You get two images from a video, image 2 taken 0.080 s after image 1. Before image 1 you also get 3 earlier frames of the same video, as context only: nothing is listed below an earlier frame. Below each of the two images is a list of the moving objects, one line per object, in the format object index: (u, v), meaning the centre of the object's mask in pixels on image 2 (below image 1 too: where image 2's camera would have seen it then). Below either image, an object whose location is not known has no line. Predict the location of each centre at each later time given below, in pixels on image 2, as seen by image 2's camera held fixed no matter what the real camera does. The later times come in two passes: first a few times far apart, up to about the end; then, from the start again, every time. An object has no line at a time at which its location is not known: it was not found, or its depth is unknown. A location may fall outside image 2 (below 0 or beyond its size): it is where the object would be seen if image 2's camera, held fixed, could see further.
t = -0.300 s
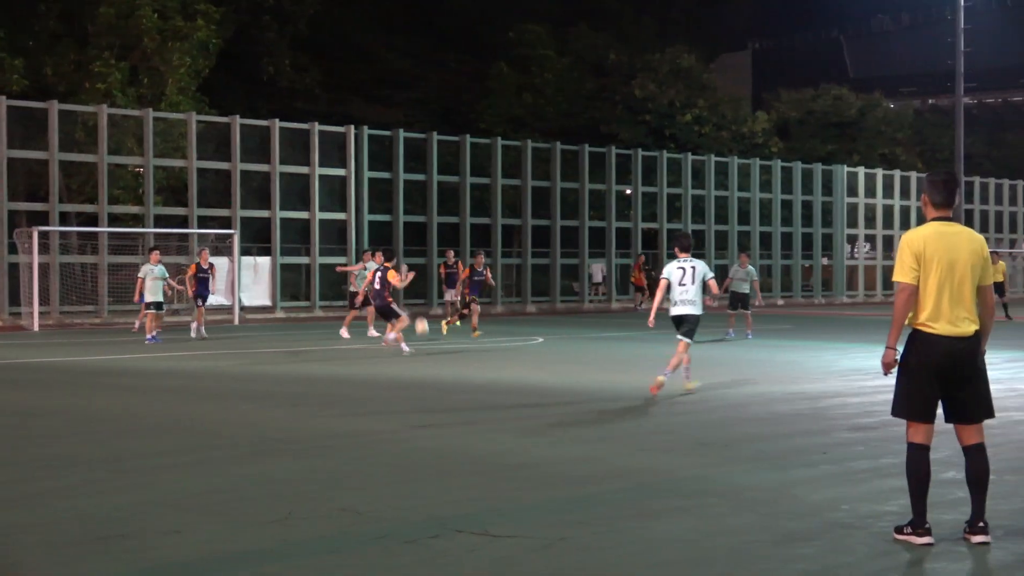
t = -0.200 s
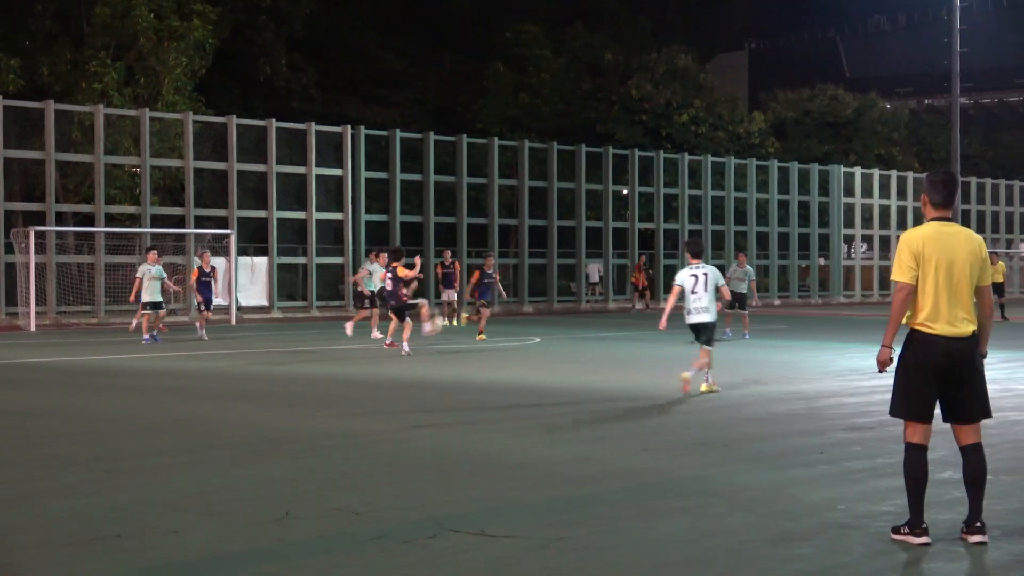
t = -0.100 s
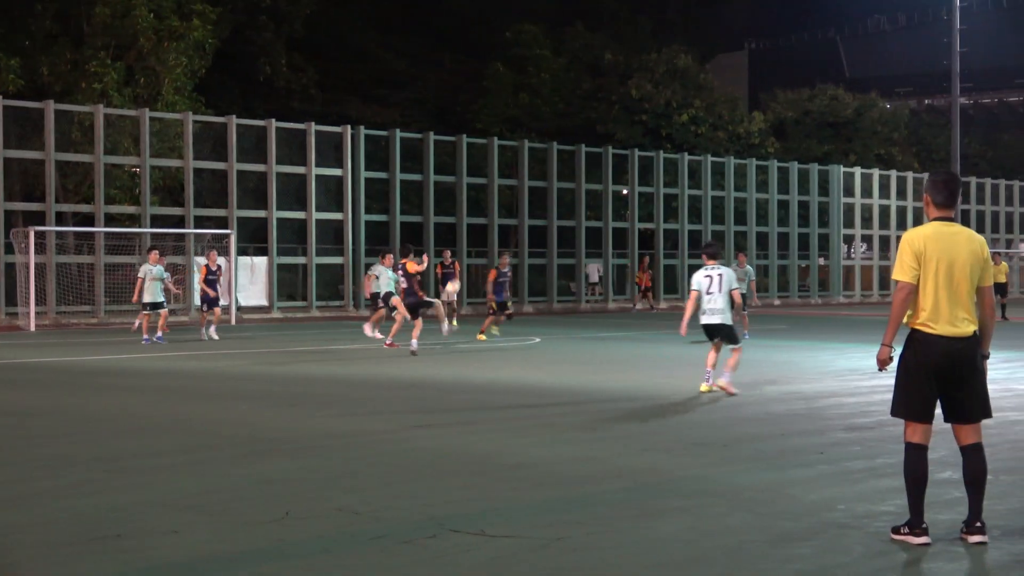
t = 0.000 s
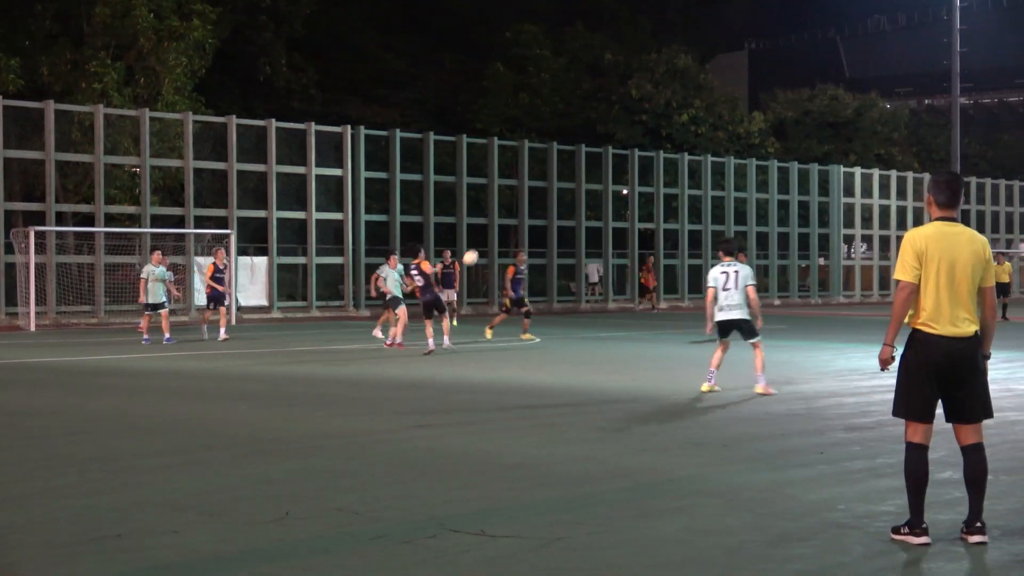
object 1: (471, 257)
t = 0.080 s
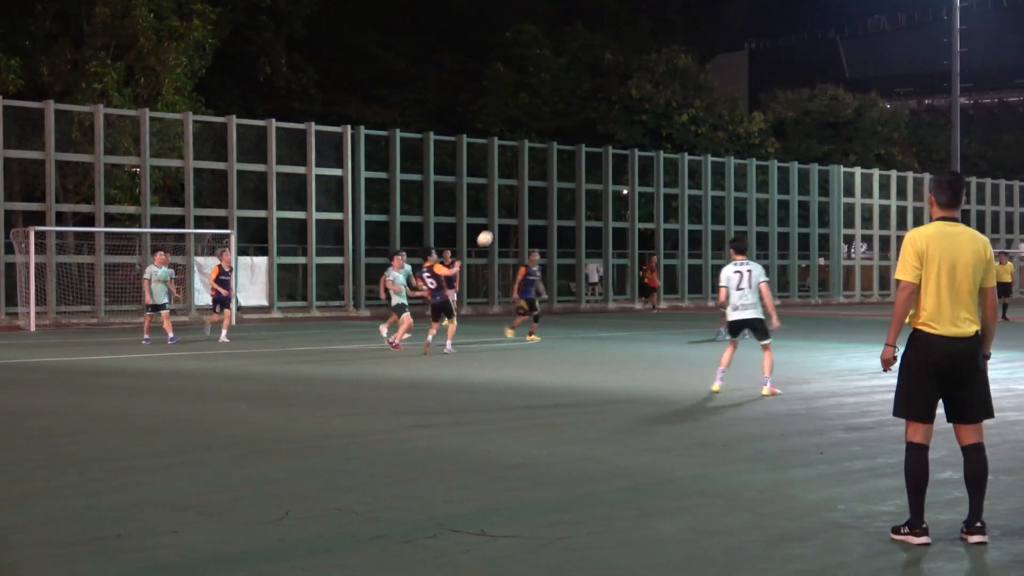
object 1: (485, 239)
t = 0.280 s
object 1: (521, 208)
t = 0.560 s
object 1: (573, 209)
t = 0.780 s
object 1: (615, 249)
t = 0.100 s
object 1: (488, 234)
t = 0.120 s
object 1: (492, 230)
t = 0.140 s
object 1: (495, 227)
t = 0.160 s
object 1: (499, 223)
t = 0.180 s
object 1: (503, 220)
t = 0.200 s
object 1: (507, 217)
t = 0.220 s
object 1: (510, 214)
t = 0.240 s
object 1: (514, 212)
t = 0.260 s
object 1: (517, 210)
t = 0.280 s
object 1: (521, 208)
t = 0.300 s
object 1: (524, 206)
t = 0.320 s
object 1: (528, 205)
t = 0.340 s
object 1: (532, 204)
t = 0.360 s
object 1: (535, 203)
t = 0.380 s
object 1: (539, 202)
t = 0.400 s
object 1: (543, 202)
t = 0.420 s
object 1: (547, 202)
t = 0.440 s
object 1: (550, 202)
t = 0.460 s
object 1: (554, 203)
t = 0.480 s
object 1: (558, 204)
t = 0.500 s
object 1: (562, 205)
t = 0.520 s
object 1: (565, 206)
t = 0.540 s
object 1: (569, 208)
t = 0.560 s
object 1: (573, 209)
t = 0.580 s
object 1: (577, 211)
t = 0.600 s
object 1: (580, 214)
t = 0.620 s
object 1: (584, 216)
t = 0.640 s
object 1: (588, 220)
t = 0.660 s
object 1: (592, 223)
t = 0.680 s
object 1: (595, 227)
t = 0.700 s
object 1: (599, 230)
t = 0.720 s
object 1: (603, 235)
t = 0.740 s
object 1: (607, 239)
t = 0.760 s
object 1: (611, 244)
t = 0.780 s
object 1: (615, 249)
